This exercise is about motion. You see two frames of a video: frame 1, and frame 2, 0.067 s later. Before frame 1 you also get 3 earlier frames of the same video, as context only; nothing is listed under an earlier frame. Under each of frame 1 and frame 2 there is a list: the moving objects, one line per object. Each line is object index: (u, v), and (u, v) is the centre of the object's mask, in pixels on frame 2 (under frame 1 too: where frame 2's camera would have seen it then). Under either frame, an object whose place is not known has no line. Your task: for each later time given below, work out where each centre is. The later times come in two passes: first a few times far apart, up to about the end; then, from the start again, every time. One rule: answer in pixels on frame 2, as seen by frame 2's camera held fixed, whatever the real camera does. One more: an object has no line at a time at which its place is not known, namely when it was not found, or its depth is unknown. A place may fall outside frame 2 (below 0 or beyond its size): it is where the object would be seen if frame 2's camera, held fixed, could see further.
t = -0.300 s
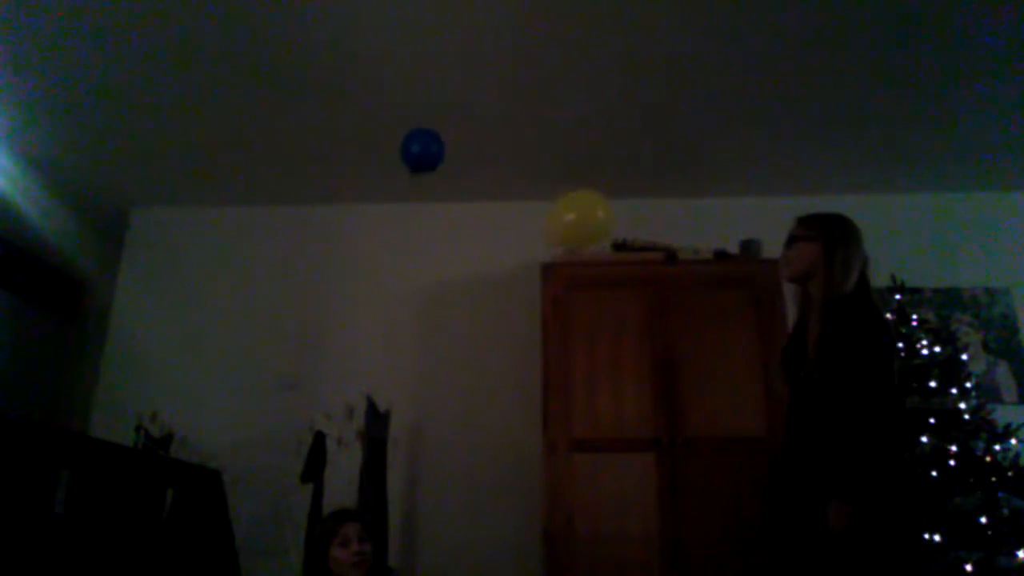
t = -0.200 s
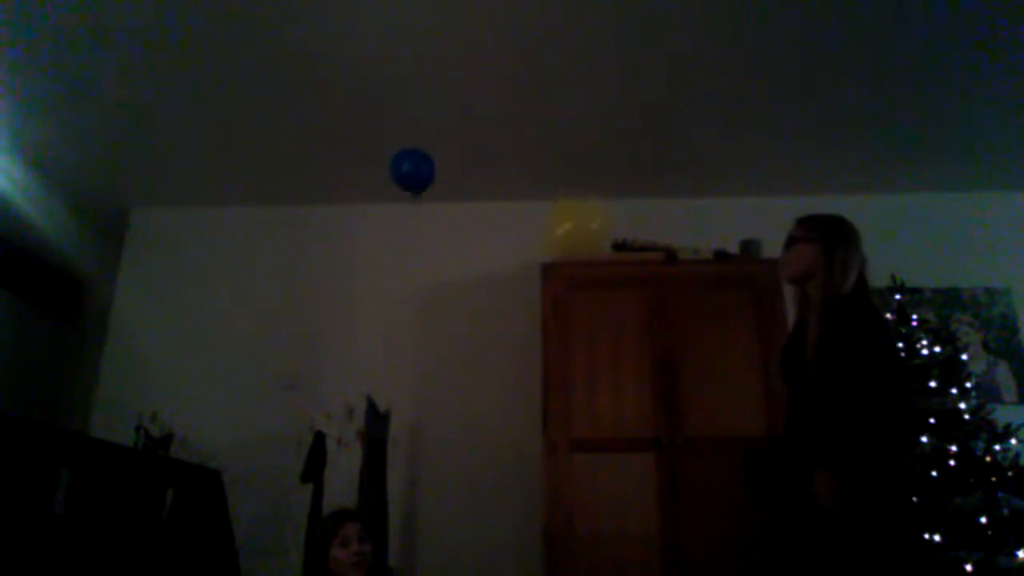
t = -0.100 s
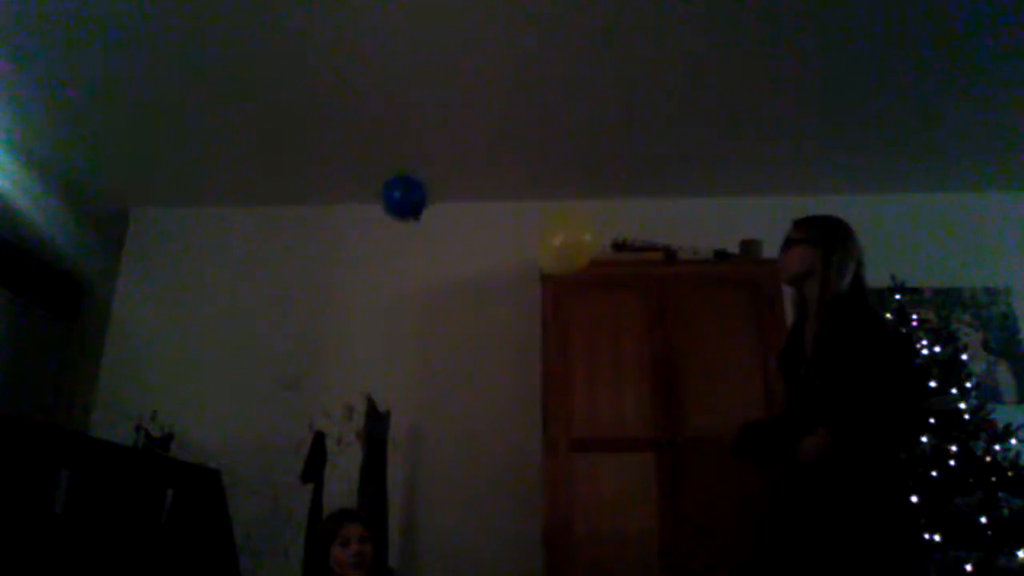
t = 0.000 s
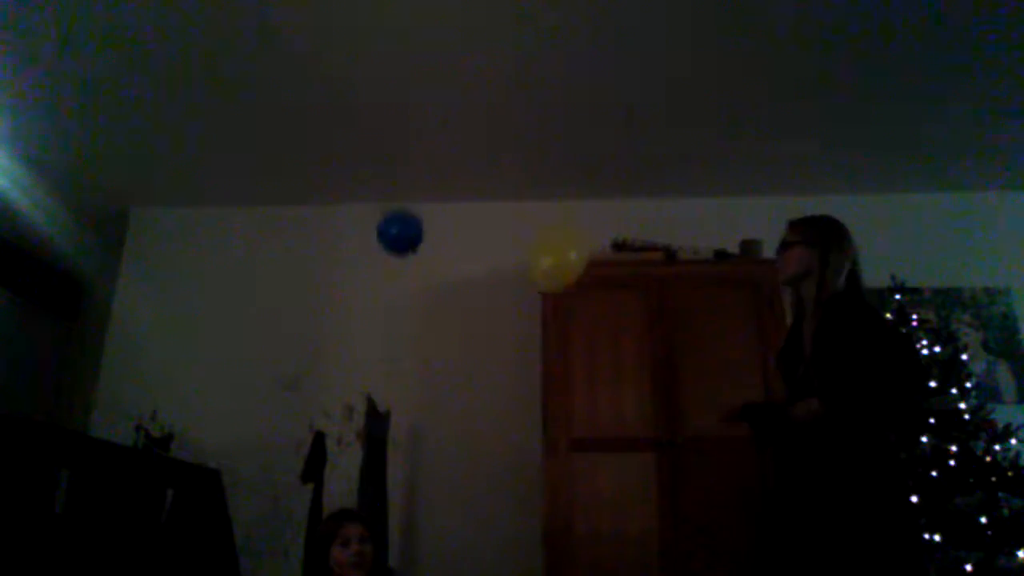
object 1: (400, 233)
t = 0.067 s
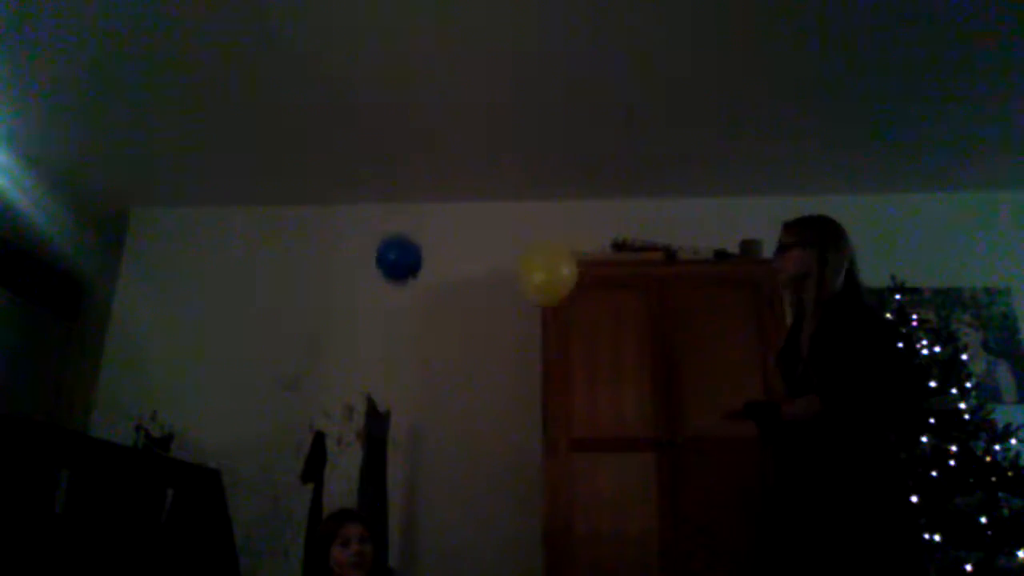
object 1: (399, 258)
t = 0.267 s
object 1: (394, 353)
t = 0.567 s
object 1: (407, 549)
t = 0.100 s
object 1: (398, 273)
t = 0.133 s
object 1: (397, 287)
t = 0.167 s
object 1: (396, 302)
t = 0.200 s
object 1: (396, 318)
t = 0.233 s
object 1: (395, 336)
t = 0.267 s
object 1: (394, 353)
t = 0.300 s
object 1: (394, 374)
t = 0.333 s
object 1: (396, 391)
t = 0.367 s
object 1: (395, 413)
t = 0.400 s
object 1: (396, 435)
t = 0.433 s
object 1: (398, 459)
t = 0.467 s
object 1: (400, 483)
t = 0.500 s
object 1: (402, 505)
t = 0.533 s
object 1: (401, 530)
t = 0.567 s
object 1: (407, 549)
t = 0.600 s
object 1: (405, 561)
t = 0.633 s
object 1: (407, 569)
